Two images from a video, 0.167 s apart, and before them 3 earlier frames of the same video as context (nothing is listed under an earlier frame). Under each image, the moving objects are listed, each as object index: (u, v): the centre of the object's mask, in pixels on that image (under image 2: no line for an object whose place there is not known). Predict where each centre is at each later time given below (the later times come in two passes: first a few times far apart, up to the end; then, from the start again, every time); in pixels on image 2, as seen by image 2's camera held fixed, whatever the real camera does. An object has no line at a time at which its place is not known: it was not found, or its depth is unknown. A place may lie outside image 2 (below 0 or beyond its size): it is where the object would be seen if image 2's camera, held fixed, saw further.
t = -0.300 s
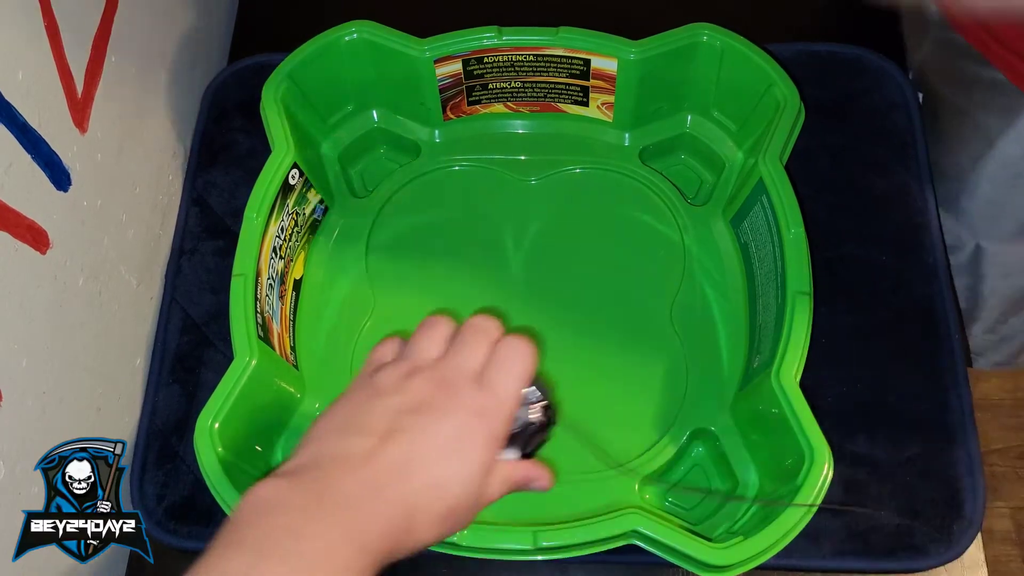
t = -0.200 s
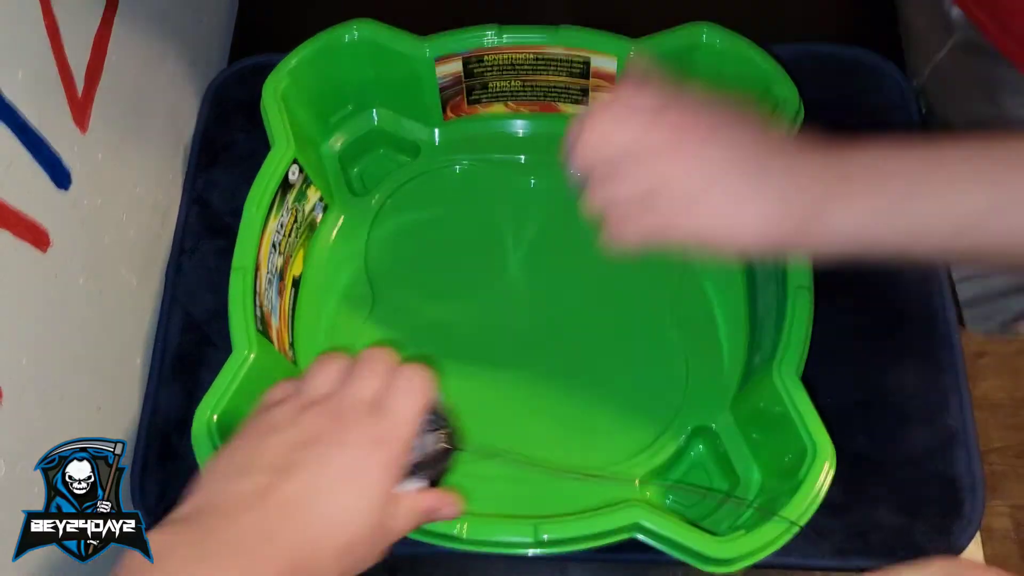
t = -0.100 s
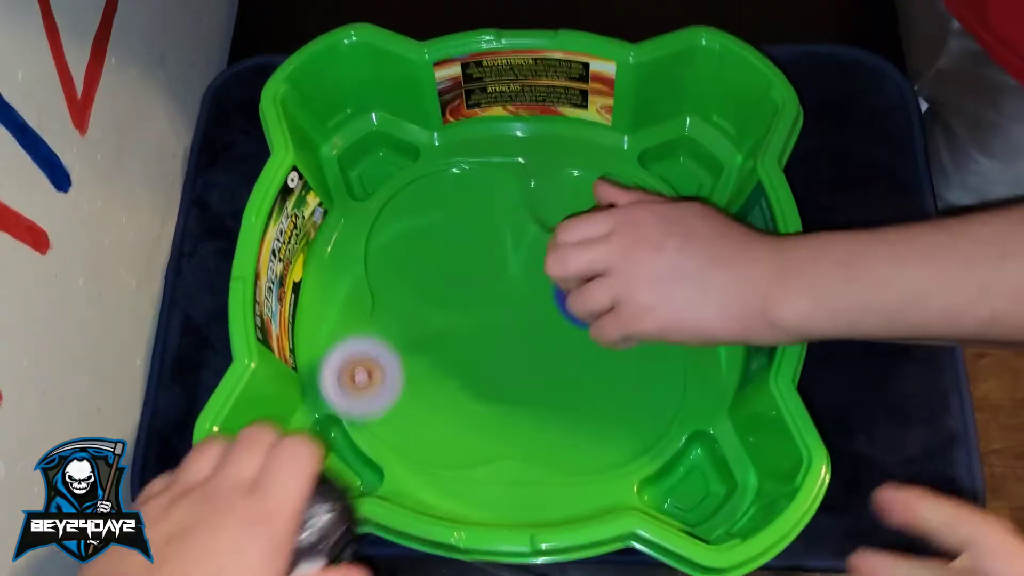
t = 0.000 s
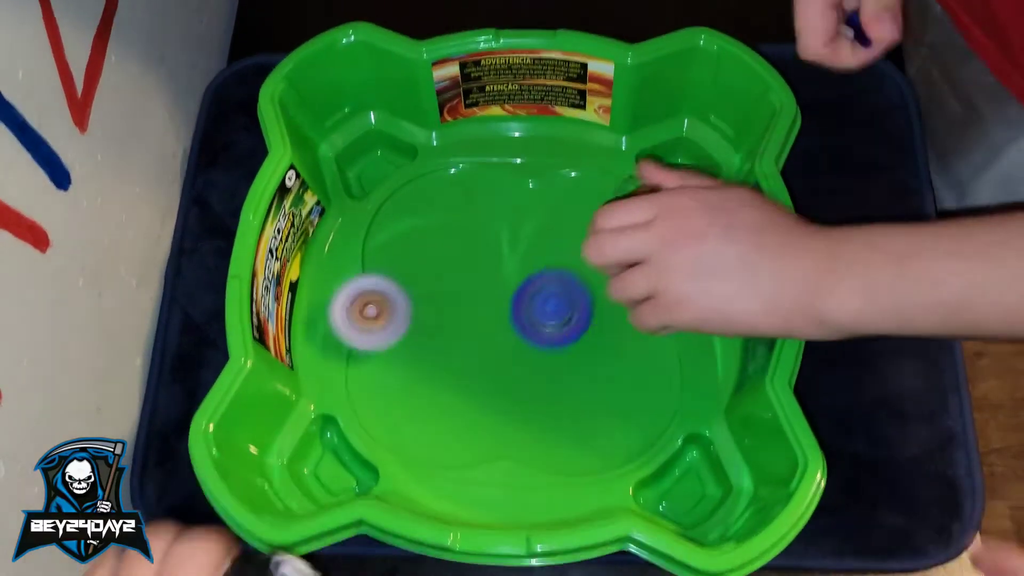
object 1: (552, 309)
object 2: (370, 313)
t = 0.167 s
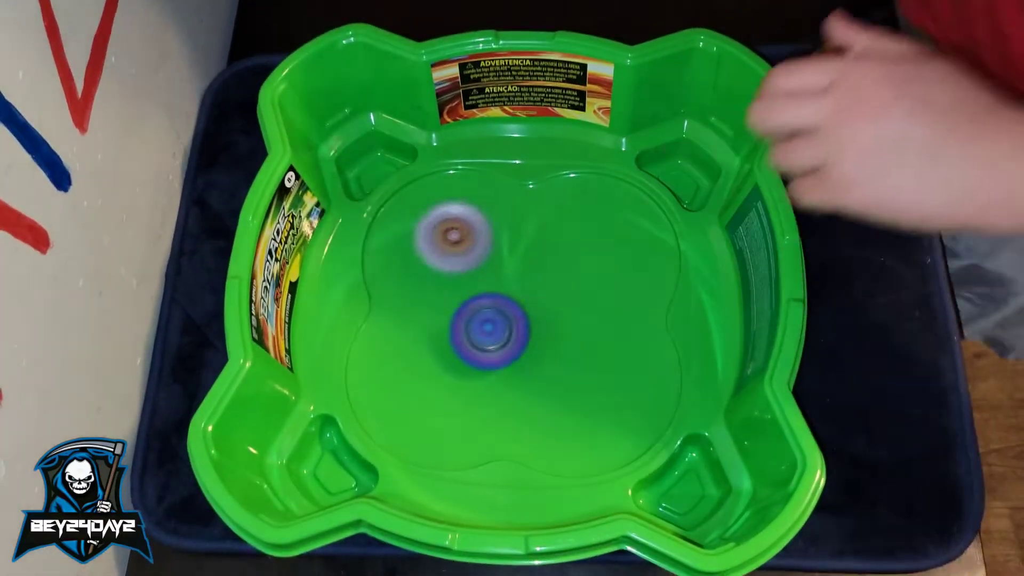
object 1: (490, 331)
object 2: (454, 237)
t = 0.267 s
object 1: (484, 331)
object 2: (511, 244)
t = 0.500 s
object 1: (553, 317)
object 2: (629, 352)
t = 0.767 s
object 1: (547, 211)
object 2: (539, 444)
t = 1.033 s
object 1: (388, 233)
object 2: (436, 325)
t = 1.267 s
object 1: (453, 389)
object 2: (539, 209)
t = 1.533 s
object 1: (677, 379)
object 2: (661, 265)
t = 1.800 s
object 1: (637, 376)
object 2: (573, 170)
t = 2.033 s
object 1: (612, 294)
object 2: (555, 185)
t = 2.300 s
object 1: (474, 279)
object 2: (547, 192)
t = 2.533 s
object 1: (420, 371)
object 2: (524, 237)
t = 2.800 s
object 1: (541, 444)
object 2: (446, 249)
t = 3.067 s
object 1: (651, 326)
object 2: (379, 228)
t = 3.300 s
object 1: (535, 197)
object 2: (393, 233)
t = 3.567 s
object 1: (380, 215)
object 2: (417, 348)
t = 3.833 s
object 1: (412, 362)
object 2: (426, 440)
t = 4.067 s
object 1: (545, 354)
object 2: (539, 450)
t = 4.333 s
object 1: (570, 231)
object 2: (639, 402)
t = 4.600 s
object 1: (467, 186)
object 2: (660, 367)
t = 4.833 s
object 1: (415, 270)
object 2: (653, 332)
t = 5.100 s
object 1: (512, 372)
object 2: (592, 264)
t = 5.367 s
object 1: (634, 314)
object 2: (535, 204)
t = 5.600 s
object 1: (626, 223)
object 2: (499, 187)
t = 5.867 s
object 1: (600, 190)
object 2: (371, 248)
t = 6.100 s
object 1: (587, 197)
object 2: (329, 340)
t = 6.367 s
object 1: (530, 277)
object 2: (372, 386)
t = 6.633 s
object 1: (586, 334)
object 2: (453, 380)
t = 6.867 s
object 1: (624, 315)
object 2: (445, 364)
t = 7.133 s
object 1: (567, 346)
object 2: (503, 303)
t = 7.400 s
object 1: (554, 398)
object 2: (552, 257)
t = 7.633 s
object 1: (545, 415)
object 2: (576, 248)
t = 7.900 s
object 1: (521, 382)
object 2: (552, 273)
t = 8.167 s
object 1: (467, 359)
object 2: (520, 253)
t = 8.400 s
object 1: (430, 344)
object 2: (505, 236)
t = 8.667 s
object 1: (428, 325)
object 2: (495, 267)
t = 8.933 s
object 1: (422, 317)
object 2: (574, 281)
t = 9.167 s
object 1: (461, 285)
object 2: (614, 303)
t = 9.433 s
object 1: (490, 244)
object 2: (599, 323)
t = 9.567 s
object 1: (500, 227)
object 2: (564, 330)
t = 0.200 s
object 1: (485, 331)
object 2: (472, 235)
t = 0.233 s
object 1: (483, 332)
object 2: (491, 237)
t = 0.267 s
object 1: (484, 331)
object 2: (511, 244)
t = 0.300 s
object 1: (489, 331)
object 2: (531, 255)
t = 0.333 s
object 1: (498, 331)
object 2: (549, 270)
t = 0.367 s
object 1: (505, 333)
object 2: (572, 284)
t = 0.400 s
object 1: (516, 333)
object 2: (592, 298)
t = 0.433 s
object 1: (528, 331)
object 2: (607, 313)
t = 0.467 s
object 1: (542, 326)
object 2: (619, 332)
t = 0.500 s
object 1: (553, 317)
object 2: (629, 352)
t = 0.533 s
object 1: (563, 305)
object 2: (637, 373)
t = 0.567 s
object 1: (570, 293)
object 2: (639, 395)
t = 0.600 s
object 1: (573, 279)
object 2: (637, 417)
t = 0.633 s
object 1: (574, 264)
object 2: (629, 436)
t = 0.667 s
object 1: (572, 249)
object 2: (608, 443)
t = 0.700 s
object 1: (567, 235)
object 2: (586, 449)
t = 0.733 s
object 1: (559, 222)
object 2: (562, 448)
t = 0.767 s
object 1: (547, 211)
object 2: (539, 444)
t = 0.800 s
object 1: (532, 201)
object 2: (515, 432)
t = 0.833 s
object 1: (514, 193)
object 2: (492, 421)
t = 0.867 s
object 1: (494, 190)
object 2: (473, 410)
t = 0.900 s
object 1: (473, 190)
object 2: (458, 398)
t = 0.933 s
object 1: (450, 194)
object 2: (447, 383)
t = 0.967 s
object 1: (428, 203)
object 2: (440, 365)
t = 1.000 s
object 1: (407, 216)
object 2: (436, 346)
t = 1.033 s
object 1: (388, 233)
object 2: (436, 325)
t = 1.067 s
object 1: (372, 254)
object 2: (440, 304)
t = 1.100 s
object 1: (365, 275)
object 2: (449, 282)
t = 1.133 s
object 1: (375, 296)
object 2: (462, 261)
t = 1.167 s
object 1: (389, 320)
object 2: (478, 243)
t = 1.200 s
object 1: (407, 343)
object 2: (497, 228)
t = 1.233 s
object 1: (428, 367)
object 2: (518, 217)
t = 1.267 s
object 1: (453, 389)
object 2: (539, 209)
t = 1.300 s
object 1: (483, 410)
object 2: (562, 205)
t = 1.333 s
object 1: (516, 425)
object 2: (584, 203)
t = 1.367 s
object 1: (553, 436)
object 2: (607, 205)
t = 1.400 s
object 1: (590, 441)
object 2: (628, 210)
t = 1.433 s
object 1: (626, 441)
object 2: (649, 219)
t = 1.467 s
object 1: (655, 428)
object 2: (666, 231)
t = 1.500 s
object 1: (671, 406)
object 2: (666, 245)
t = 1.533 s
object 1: (677, 379)
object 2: (661, 265)
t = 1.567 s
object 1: (674, 356)
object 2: (654, 276)
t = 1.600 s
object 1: (676, 365)
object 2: (637, 257)
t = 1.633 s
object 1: (673, 374)
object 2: (621, 239)
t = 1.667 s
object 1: (666, 381)
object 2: (607, 223)
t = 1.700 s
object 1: (658, 383)
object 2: (596, 208)
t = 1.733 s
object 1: (650, 384)
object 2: (586, 194)
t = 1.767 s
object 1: (643, 381)
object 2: (579, 181)
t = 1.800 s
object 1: (637, 376)
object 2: (573, 170)
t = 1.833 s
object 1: (630, 369)
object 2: (568, 167)
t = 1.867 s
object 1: (625, 361)
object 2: (565, 171)
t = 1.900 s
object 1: (621, 350)
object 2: (562, 176)
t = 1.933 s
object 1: (620, 338)
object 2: (560, 179)
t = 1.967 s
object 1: (619, 324)
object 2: (558, 182)
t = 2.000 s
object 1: (617, 309)
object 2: (557, 184)
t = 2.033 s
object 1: (612, 294)
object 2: (555, 185)
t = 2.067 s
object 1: (603, 280)
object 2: (552, 185)
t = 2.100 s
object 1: (590, 268)
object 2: (551, 184)
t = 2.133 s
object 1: (574, 259)
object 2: (548, 181)
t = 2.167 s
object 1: (556, 254)
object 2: (546, 176)
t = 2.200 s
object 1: (536, 257)
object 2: (542, 167)
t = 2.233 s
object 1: (515, 262)
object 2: (542, 171)
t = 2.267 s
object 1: (494, 269)
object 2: (545, 181)
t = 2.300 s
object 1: (474, 279)
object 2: (547, 192)
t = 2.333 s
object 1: (457, 290)
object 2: (549, 201)
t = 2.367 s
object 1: (442, 302)
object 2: (550, 210)
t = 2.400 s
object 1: (431, 315)
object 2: (549, 217)
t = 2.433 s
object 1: (423, 329)
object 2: (546, 224)
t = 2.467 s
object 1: (418, 342)
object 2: (540, 229)
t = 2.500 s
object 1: (418, 357)
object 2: (534, 233)
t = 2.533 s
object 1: (420, 371)
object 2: (524, 237)
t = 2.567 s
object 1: (426, 386)
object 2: (515, 241)
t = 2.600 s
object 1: (435, 400)
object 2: (504, 245)
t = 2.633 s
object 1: (447, 413)
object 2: (493, 247)
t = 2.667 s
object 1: (461, 424)
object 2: (482, 248)
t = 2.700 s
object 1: (477, 434)
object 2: (472, 250)
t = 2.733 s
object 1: (495, 442)
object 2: (463, 250)
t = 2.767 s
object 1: (517, 445)
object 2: (454, 250)
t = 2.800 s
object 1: (541, 444)
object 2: (446, 249)
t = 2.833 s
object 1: (565, 440)
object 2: (436, 247)
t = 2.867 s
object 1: (588, 433)
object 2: (428, 245)
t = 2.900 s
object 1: (607, 421)
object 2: (419, 242)
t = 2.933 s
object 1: (623, 406)
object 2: (410, 239)
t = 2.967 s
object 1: (637, 390)
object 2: (402, 236)
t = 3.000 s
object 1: (645, 370)
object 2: (393, 233)
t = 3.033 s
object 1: (650, 349)
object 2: (385, 230)
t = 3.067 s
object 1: (651, 326)
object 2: (379, 228)
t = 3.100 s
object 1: (646, 303)
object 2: (376, 225)
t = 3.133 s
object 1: (637, 280)
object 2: (378, 222)
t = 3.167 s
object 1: (624, 258)
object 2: (381, 221)
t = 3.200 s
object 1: (606, 238)
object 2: (383, 222)
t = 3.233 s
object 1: (586, 221)
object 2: (386, 224)
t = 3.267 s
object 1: (562, 208)
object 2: (389, 228)
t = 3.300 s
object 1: (535, 197)
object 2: (393, 233)
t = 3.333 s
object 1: (507, 191)
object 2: (398, 239)
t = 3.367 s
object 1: (478, 190)
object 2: (403, 246)
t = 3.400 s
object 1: (449, 192)
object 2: (410, 253)
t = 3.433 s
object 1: (426, 189)
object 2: (413, 271)
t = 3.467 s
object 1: (408, 187)
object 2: (414, 293)
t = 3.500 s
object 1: (391, 188)
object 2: (415, 312)
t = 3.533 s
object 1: (384, 199)
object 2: (416, 331)
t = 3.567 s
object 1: (380, 215)
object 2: (417, 348)
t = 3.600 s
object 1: (376, 233)
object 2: (415, 365)
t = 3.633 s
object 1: (371, 253)
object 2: (413, 380)
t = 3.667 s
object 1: (369, 273)
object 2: (411, 395)
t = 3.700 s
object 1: (374, 295)
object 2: (408, 410)
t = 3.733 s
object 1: (382, 318)
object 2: (404, 425)
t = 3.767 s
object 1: (390, 340)
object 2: (408, 432)
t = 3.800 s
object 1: (399, 358)
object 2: (416, 428)
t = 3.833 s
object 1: (412, 362)
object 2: (426, 440)
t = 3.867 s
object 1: (427, 365)
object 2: (439, 454)
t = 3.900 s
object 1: (444, 368)
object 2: (450, 466)
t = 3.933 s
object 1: (464, 371)
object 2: (464, 480)
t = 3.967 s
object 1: (485, 371)
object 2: (481, 479)
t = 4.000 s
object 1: (507, 369)
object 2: (500, 468)
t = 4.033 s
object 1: (527, 363)
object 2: (520, 457)
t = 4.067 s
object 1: (545, 354)
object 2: (539, 450)
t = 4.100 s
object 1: (561, 341)
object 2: (556, 445)
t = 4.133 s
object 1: (572, 326)
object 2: (571, 435)
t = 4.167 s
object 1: (579, 312)
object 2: (585, 427)
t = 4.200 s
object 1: (584, 294)
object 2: (597, 420)
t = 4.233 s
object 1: (585, 277)
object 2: (608, 414)
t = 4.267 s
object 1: (583, 261)
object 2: (619, 409)
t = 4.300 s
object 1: (578, 245)
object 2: (629, 405)
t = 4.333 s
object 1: (570, 231)
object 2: (639, 402)
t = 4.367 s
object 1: (561, 218)
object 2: (650, 399)
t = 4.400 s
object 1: (551, 207)
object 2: (656, 397)
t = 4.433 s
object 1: (539, 197)
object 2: (657, 392)
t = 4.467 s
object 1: (526, 190)
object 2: (655, 387)
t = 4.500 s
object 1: (512, 184)
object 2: (655, 383)
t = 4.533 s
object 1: (496, 182)
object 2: (655, 378)
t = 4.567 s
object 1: (482, 183)
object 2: (656, 373)
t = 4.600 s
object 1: (467, 186)
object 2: (660, 367)
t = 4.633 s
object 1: (454, 192)
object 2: (663, 361)
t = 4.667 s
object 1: (443, 200)
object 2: (665, 355)
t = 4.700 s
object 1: (433, 211)
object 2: (666, 349)
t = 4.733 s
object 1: (425, 223)
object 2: (665, 345)
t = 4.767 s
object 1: (419, 238)
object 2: (662, 341)
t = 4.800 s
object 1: (416, 254)
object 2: (658, 336)
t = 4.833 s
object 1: (415, 270)
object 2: (653, 332)
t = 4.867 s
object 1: (418, 288)
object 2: (647, 327)
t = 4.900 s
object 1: (423, 304)
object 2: (641, 322)
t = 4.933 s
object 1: (432, 321)
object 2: (635, 315)
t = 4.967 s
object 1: (444, 336)
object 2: (626, 305)
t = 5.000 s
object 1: (459, 349)
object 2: (617, 294)
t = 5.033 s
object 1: (475, 359)
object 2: (607, 283)
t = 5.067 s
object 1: (493, 367)
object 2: (600, 274)
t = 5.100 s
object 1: (512, 372)
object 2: (592, 264)
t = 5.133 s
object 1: (531, 372)
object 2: (583, 254)
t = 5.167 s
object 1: (549, 371)
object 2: (576, 245)
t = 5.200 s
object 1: (568, 366)
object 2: (569, 237)
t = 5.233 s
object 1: (585, 359)
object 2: (563, 230)
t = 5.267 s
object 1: (600, 350)
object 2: (555, 222)
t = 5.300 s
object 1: (614, 338)
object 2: (547, 214)
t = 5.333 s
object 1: (626, 327)
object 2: (540, 209)
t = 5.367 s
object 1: (634, 314)
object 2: (535, 204)
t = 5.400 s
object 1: (640, 300)
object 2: (530, 199)
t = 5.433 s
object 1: (644, 286)
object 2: (522, 194)
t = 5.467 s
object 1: (646, 273)
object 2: (516, 190)
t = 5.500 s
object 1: (645, 259)
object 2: (509, 187)
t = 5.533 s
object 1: (641, 245)
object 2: (506, 186)
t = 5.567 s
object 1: (635, 234)
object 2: (502, 187)
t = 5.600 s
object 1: (626, 223)
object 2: (499, 187)
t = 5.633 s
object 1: (616, 215)
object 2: (494, 191)
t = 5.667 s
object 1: (604, 208)
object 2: (491, 194)
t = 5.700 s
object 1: (591, 204)
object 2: (488, 199)
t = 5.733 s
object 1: (577, 201)
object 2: (486, 203)
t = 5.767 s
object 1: (562, 200)
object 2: (483, 209)
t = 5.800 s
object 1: (574, 195)
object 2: (449, 220)
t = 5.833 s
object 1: (590, 192)
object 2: (409, 235)
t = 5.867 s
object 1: (600, 190)
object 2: (371, 248)
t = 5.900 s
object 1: (604, 189)
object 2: (348, 258)
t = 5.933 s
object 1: (605, 189)
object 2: (331, 274)
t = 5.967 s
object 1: (604, 189)
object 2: (323, 289)
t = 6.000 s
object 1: (601, 189)
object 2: (328, 304)
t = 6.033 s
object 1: (598, 190)
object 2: (332, 316)
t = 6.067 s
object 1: (593, 192)
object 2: (331, 328)
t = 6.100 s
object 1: (587, 197)
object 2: (329, 340)
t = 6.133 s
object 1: (580, 203)
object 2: (324, 351)
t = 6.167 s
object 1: (572, 211)
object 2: (323, 357)
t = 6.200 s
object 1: (564, 220)
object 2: (329, 363)
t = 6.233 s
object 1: (556, 230)
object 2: (334, 368)
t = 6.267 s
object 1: (549, 241)
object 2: (339, 374)
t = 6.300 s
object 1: (542, 252)
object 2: (345, 378)
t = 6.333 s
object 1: (535, 265)
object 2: (356, 383)
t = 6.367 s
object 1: (530, 277)
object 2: (372, 386)
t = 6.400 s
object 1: (525, 289)
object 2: (390, 385)
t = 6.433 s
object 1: (523, 302)
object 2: (407, 385)
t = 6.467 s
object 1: (522, 313)
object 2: (424, 383)
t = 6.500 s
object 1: (522, 324)
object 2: (441, 381)
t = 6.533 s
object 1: (525, 334)
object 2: (459, 376)
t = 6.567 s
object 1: (535, 339)
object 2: (470, 373)
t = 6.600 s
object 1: (555, 340)
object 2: (468, 375)
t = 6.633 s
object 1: (586, 334)
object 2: (453, 380)
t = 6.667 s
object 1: (616, 328)
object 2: (445, 383)
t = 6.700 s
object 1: (641, 323)
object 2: (441, 383)
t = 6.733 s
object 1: (658, 319)
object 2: (439, 381)
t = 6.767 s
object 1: (656, 316)
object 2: (439, 379)
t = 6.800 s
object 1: (644, 316)
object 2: (440, 376)
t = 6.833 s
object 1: (634, 315)
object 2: (442, 370)
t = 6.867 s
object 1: (624, 315)
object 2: (445, 364)
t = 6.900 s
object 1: (615, 316)
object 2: (450, 357)
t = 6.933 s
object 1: (607, 319)
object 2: (455, 350)
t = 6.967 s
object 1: (600, 322)
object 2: (460, 343)
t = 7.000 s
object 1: (593, 327)
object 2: (467, 335)
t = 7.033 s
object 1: (587, 331)
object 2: (474, 327)
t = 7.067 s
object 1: (579, 336)
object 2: (483, 320)
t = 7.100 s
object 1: (573, 341)
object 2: (493, 311)
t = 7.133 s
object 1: (567, 346)
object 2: (503, 303)
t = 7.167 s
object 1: (565, 354)
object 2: (508, 293)
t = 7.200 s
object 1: (563, 362)
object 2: (514, 285)
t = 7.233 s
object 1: (561, 369)
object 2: (521, 278)
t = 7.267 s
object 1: (560, 376)
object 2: (527, 272)
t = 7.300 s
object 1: (558, 382)
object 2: (534, 268)
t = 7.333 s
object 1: (557, 387)
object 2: (541, 264)
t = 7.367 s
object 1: (555, 393)
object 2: (547, 260)
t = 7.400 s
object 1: (554, 398)
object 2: (552, 257)
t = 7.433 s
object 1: (552, 402)
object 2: (557, 255)
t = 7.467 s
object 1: (551, 406)
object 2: (562, 253)
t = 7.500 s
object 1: (549, 410)
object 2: (566, 251)
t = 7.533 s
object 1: (548, 413)
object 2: (570, 250)
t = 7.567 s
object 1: (547, 415)
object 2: (573, 249)
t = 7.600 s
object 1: (547, 415)
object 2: (576, 248)
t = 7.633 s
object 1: (545, 415)
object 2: (576, 248)
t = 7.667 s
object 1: (544, 414)
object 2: (576, 248)
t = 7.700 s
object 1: (542, 412)
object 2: (575, 249)
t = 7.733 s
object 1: (539, 409)
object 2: (573, 252)
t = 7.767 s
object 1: (536, 406)
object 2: (570, 255)
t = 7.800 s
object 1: (534, 401)
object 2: (567, 259)
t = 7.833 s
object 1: (529, 395)
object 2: (563, 263)
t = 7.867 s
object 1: (526, 389)
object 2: (558, 268)
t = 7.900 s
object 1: (521, 382)
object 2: (552, 273)
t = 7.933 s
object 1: (516, 376)
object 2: (546, 278)
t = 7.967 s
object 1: (510, 369)
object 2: (539, 283)
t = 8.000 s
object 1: (505, 362)
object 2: (532, 287)
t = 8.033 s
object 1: (497, 365)
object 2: (526, 282)
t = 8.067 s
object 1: (488, 367)
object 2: (524, 272)
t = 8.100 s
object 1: (480, 365)
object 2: (524, 266)
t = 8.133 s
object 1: (473, 362)
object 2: (522, 259)
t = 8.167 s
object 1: (467, 359)
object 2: (520, 253)
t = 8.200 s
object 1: (460, 357)
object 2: (518, 249)
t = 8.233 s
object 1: (455, 354)
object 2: (516, 244)
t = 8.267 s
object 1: (449, 352)
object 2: (514, 241)
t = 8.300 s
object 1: (444, 350)
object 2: (512, 238)
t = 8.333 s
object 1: (439, 348)
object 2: (510, 236)
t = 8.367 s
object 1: (435, 346)
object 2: (507, 236)
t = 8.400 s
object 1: (430, 344)
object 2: (505, 236)
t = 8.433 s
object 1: (427, 341)
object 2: (504, 237)
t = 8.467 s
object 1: (424, 339)
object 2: (502, 239)
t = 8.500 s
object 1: (423, 338)
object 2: (501, 242)
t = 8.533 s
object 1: (422, 335)
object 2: (500, 246)
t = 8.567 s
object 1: (422, 333)
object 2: (498, 250)
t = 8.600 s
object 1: (424, 331)
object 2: (497, 255)
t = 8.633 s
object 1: (426, 328)
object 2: (496, 261)
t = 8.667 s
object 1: (428, 325)
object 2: (495, 267)
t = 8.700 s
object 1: (431, 322)
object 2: (494, 273)
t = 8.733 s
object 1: (429, 321)
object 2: (498, 275)
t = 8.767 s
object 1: (417, 326)
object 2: (518, 272)
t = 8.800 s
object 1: (410, 327)
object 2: (534, 271)
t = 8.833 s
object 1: (410, 326)
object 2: (546, 272)
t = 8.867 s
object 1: (413, 324)
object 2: (556, 275)
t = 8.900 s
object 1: (417, 320)
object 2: (565, 278)
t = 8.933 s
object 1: (422, 317)
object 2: (574, 281)
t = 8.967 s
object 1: (428, 313)
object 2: (582, 285)
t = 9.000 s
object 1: (433, 309)
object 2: (589, 288)
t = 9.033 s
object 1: (439, 305)
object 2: (596, 291)
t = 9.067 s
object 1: (445, 300)
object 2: (601, 294)
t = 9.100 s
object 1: (450, 295)
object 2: (606, 297)
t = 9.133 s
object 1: (455, 290)
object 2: (610, 301)
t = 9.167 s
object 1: (461, 285)
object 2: (614, 303)
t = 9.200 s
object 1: (466, 280)
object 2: (616, 306)
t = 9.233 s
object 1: (470, 275)
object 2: (617, 308)
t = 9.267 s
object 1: (474, 269)
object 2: (617, 310)
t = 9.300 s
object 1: (477, 264)
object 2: (616, 312)
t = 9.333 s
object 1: (481, 259)
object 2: (614, 315)
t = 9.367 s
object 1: (484, 254)
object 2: (611, 317)
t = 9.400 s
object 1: (487, 249)
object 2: (606, 320)
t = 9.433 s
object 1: (490, 244)
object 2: (599, 323)
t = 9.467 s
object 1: (493, 239)
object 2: (591, 325)
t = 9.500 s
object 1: (496, 235)
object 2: (583, 326)
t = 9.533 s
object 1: (498, 231)
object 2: (574, 328)
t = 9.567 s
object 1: (500, 227)
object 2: (564, 330)
